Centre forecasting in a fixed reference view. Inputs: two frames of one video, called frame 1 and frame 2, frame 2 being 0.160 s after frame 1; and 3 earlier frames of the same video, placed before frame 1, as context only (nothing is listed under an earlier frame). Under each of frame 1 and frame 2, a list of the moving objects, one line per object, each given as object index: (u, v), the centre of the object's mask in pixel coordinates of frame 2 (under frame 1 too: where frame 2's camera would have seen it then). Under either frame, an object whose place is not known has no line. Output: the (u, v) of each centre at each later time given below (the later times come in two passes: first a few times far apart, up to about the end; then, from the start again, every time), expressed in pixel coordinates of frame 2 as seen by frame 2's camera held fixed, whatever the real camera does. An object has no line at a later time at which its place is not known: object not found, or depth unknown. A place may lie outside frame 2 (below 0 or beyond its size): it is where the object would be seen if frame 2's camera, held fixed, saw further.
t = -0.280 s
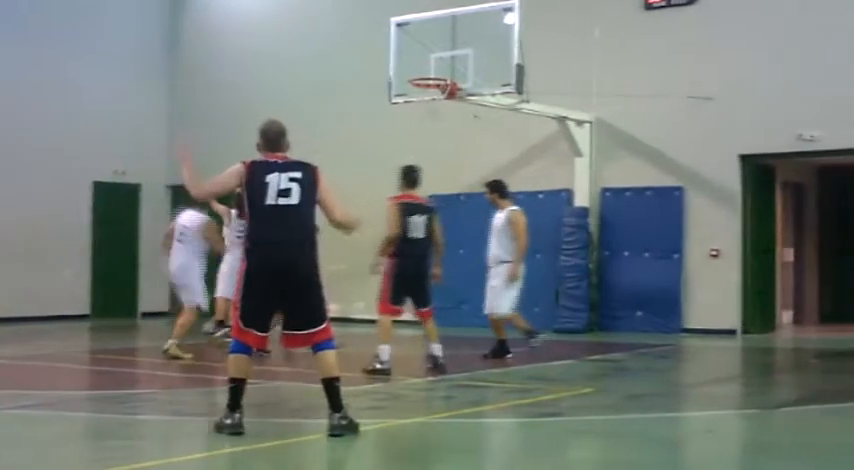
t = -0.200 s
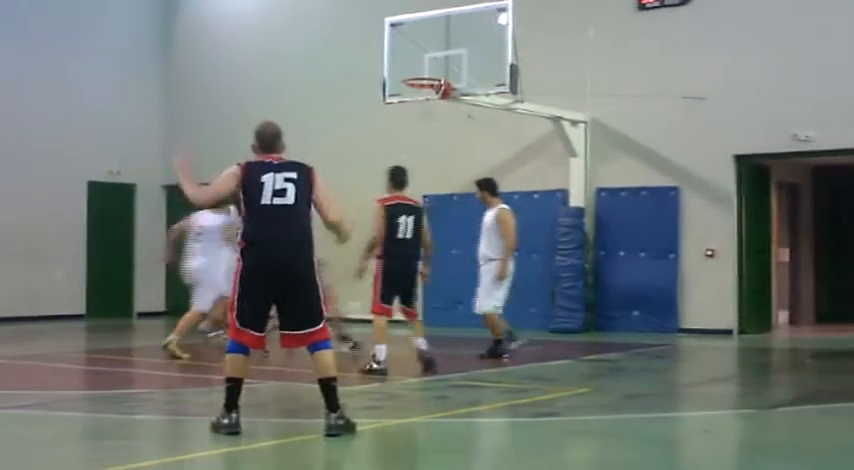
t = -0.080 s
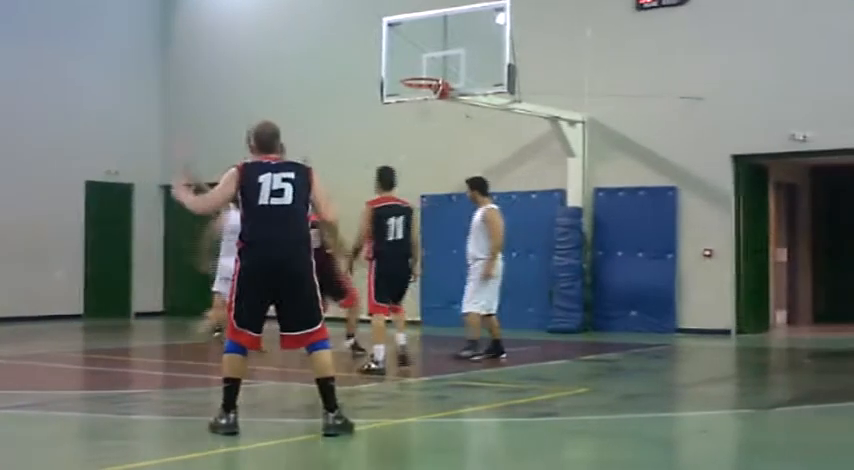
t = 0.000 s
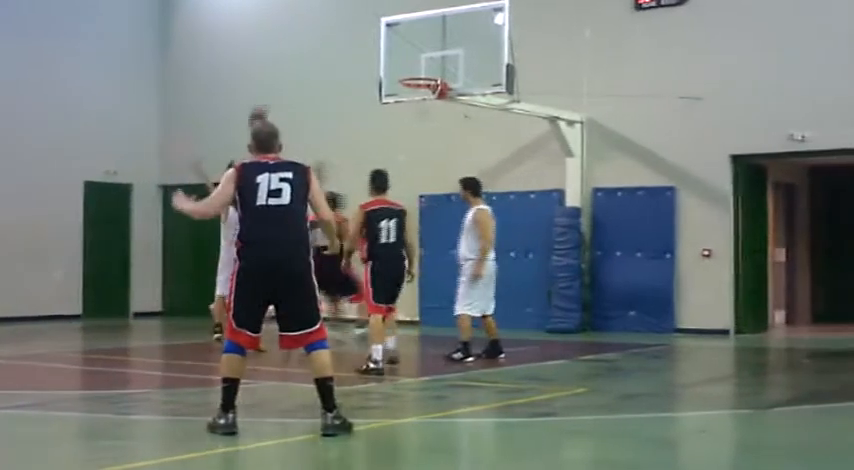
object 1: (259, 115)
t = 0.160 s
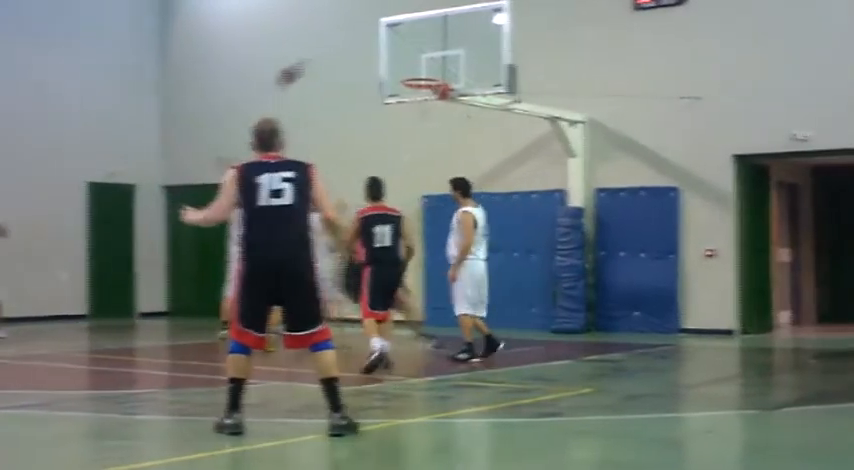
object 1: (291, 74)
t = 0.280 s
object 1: (316, 51)
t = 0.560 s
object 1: (381, 38)
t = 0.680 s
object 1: (414, 51)
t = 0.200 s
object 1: (299, 65)
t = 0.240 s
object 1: (307, 58)
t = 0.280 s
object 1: (316, 51)
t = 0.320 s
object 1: (326, 47)
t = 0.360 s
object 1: (335, 42)
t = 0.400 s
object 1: (344, 38)
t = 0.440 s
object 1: (353, 36)
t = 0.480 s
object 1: (361, 35)
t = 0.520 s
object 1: (369, 36)
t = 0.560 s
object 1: (381, 38)
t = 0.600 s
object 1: (395, 40)
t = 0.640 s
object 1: (404, 45)
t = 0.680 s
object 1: (414, 51)
